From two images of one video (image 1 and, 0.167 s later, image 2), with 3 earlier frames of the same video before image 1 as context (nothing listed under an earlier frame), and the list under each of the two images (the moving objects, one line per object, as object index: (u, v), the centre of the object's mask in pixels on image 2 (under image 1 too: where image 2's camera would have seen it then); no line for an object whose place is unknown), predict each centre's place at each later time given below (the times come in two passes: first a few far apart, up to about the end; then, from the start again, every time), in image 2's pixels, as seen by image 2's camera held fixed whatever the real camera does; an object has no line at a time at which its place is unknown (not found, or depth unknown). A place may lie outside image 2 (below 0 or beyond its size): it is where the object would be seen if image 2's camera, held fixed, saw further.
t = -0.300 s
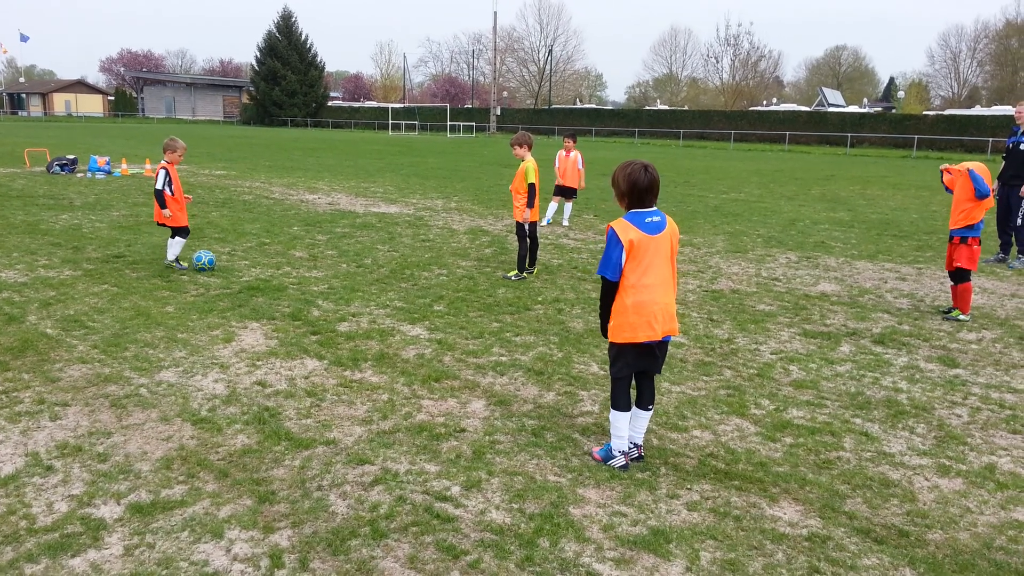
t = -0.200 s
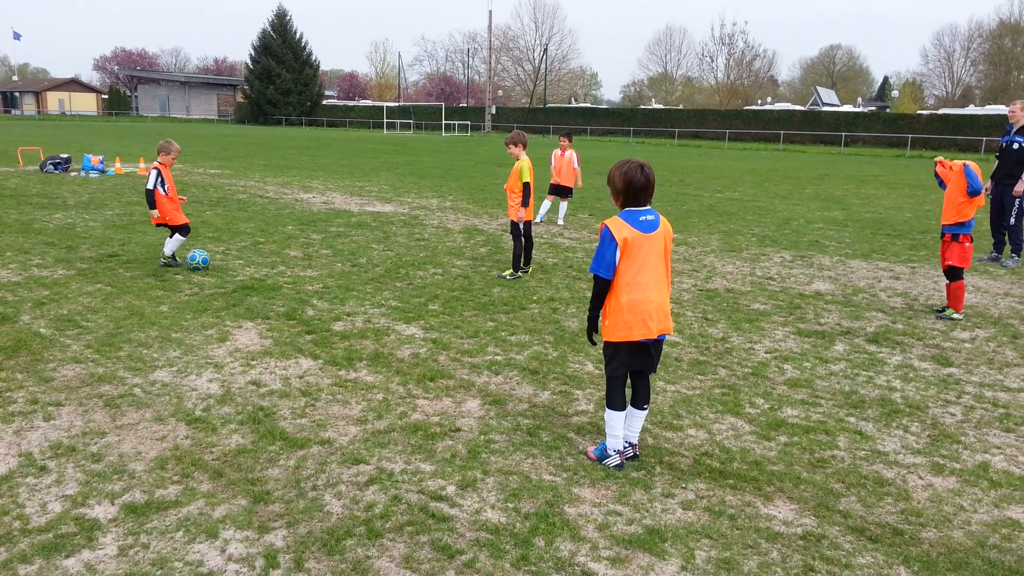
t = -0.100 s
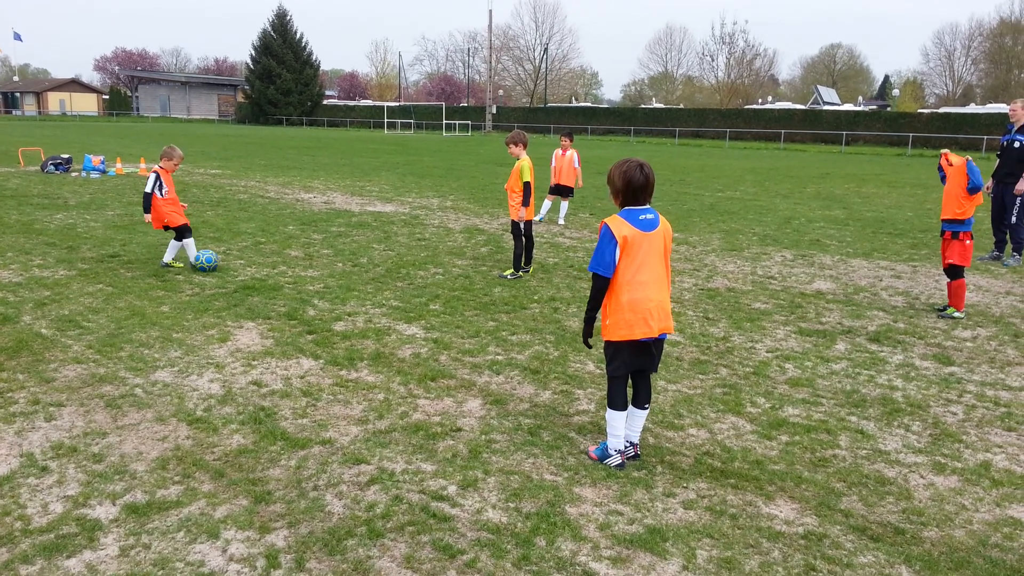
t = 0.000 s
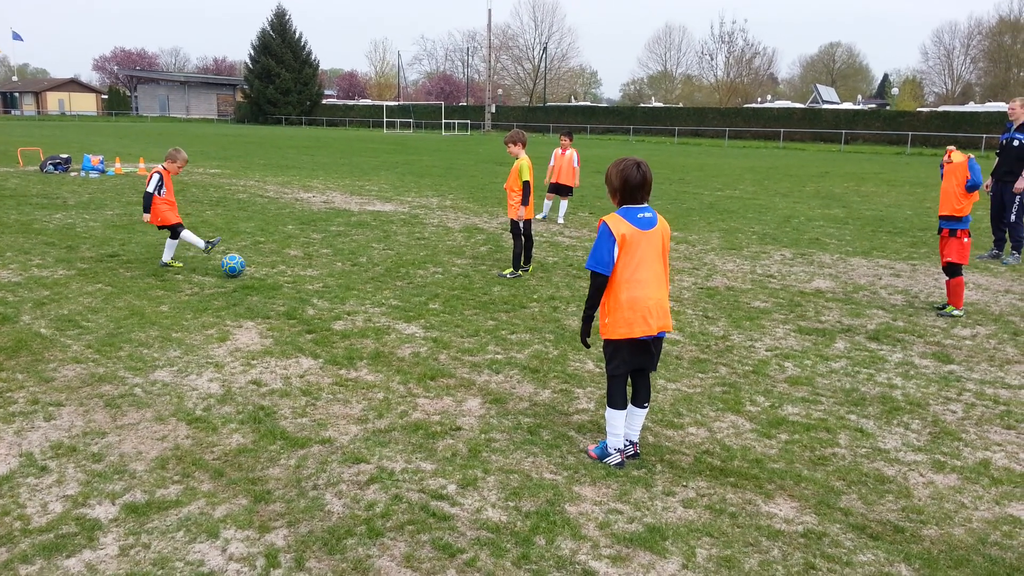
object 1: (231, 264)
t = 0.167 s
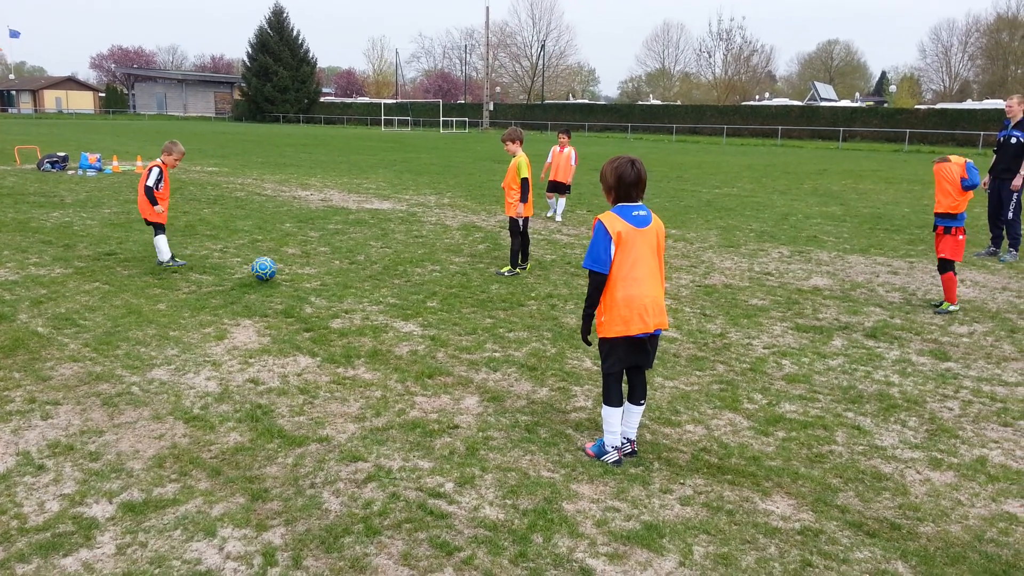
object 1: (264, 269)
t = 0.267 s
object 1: (281, 275)
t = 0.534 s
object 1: (324, 288)
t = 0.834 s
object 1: (368, 301)
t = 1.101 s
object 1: (409, 314)
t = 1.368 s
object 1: (449, 324)
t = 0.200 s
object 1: (270, 272)
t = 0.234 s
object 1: (276, 276)
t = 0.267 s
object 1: (281, 275)
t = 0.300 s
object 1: (287, 276)
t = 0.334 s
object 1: (292, 277)
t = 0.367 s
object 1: (297, 280)
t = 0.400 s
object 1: (303, 282)
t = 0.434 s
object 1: (308, 282)
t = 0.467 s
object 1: (313, 283)
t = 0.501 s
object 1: (319, 285)
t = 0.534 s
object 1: (324, 288)
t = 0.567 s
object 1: (329, 287)
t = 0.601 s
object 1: (334, 287)
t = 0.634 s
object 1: (339, 289)
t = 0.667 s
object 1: (343, 292)
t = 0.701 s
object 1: (348, 294)
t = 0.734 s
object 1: (353, 294)
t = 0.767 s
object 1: (358, 295)
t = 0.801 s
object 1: (363, 297)
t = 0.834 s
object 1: (368, 301)
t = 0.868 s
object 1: (374, 302)
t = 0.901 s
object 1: (379, 304)
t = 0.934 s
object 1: (384, 305)
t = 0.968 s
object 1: (389, 306)
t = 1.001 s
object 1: (394, 307)
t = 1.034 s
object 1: (399, 310)
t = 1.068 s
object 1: (404, 312)
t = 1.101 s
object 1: (409, 314)
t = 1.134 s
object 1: (414, 315)
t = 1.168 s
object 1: (419, 315)
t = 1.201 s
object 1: (424, 317)
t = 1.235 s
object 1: (429, 319)
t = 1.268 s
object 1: (434, 320)
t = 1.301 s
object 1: (439, 321)
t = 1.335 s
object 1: (444, 323)
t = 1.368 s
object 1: (449, 324)
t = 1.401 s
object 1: (454, 326)
